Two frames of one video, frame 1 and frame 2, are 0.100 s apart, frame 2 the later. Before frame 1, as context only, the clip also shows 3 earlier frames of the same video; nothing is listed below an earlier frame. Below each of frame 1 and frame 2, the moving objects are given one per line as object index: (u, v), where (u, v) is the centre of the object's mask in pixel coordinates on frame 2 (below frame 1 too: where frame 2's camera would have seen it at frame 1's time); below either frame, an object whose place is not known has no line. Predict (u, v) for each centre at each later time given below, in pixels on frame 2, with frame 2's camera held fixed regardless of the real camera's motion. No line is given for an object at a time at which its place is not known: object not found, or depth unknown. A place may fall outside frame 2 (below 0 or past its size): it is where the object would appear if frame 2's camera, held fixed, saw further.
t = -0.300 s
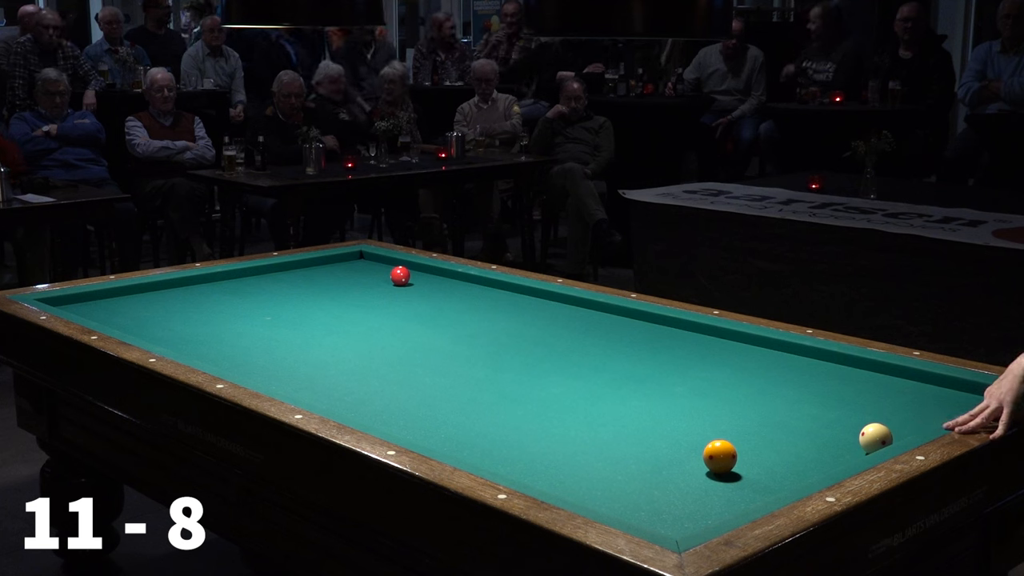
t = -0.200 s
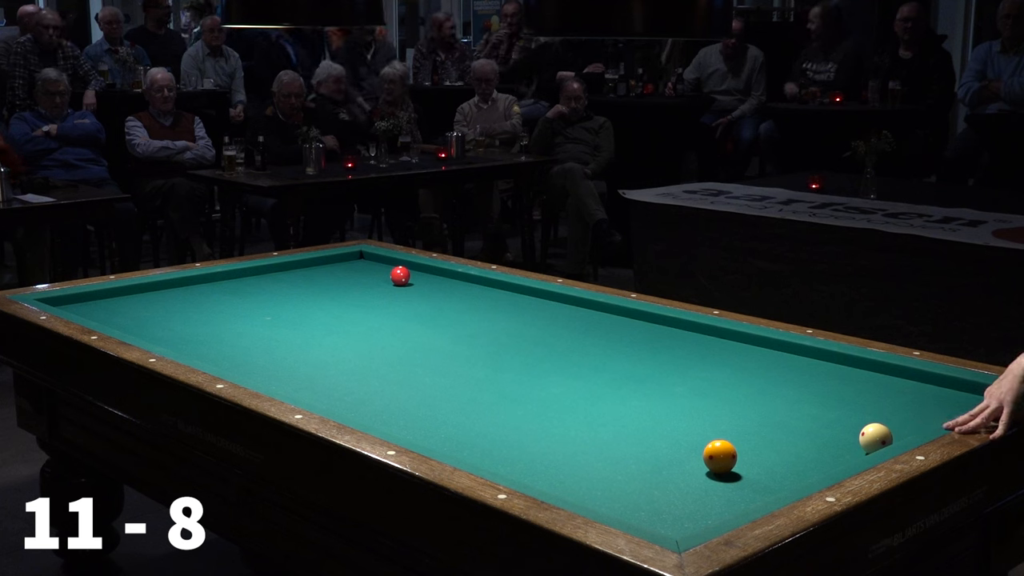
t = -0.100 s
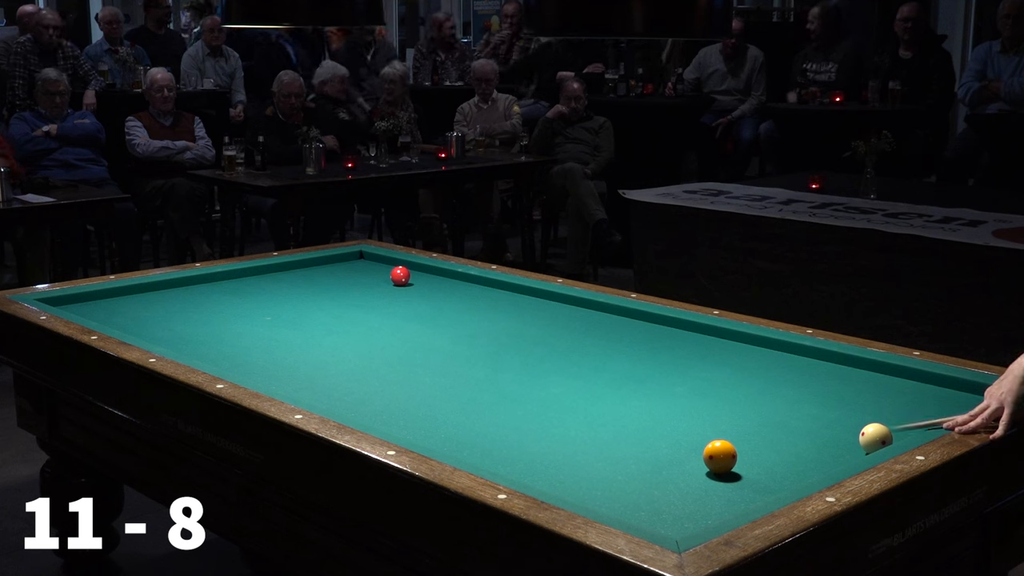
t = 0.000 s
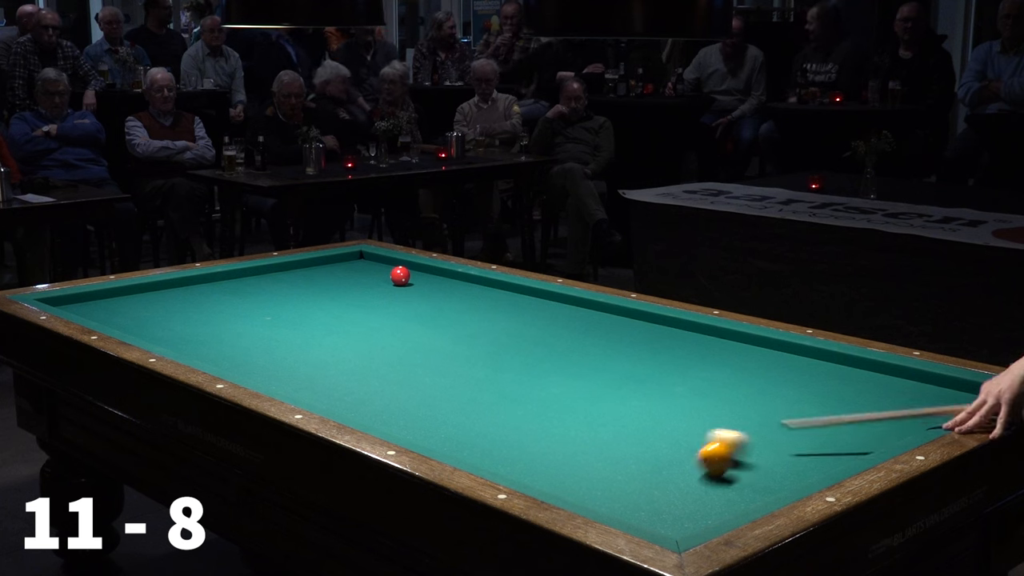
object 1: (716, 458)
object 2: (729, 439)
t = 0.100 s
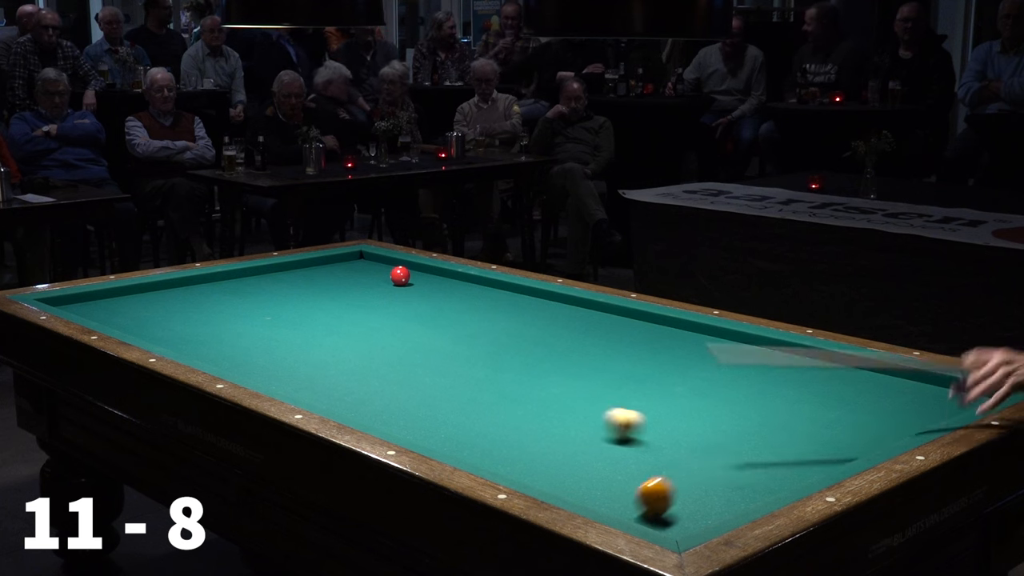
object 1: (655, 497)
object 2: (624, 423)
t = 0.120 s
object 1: (643, 504)
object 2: (604, 419)
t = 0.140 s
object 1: (632, 507)
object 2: (586, 416)
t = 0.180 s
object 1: (647, 508)
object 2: (550, 409)
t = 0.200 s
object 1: (660, 506)
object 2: (532, 406)
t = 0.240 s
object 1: (686, 500)
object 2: (498, 400)
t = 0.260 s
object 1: (699, 497)
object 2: (480, 397)
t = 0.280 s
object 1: (710, 494)
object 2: (464, 395)
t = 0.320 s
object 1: (732, 489)
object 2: (432, 389)
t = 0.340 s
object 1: (742, 487)
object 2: (417, 386)
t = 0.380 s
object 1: (762, 482)
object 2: (386, 381)
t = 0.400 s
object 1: (772, 479)
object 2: (371, 378)
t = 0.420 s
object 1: (781, 476)
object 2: (355, 375)
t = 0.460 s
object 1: (799, 470)
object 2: (327, 370)
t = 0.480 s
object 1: (808, 468)
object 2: (313, 368)
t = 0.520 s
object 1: (822, 463)
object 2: (285, 363)
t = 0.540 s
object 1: (827, 460)
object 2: (271, 361)
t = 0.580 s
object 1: (835, 455)
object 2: (244, 356)
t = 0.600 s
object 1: (840, 453)
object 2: (231, 354)
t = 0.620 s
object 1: (844, 450)
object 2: (218, 352)
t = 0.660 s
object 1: (853, 446)
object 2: (194, 346)
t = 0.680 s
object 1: (857, 444)
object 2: (182, 343)
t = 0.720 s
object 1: (866, 439)
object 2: (158, 337)
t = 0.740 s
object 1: (870, 437)
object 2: (148, 335)
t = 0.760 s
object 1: (874, 435)
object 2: (142, 331)
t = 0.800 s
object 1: (882, 430)
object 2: (131, 325)
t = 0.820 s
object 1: (886, 427)
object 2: (125, 323)
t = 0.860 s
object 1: (894, 423)
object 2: (115, 318)
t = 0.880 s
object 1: (897, 421)
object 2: (110, 316)
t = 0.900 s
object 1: (900, 419)
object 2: (105, 313)
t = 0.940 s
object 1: (908, 414)
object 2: (95, 308)
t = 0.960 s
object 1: (911, 412)
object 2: (89, 305)
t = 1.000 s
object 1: (918, 408)
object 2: (80, 300)
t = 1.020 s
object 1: (921, 406)
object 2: (76, 297)
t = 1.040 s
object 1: (925, 404)
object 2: (83, 297)
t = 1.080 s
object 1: (931, 400)
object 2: (105, 298)
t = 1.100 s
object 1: (934, 397)
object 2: (117, 299)
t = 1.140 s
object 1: (940, 393)
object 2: (139, 301)
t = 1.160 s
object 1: (943, 391)
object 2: (150, 301)
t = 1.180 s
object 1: (946, 390)
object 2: (160, 302)
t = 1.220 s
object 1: (953, 386)
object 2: (181, 303)
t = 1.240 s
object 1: (955, 384)
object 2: (191, 304)
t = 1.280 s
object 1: (948, 384)
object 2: (211, 305)
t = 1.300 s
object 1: (944, 385)
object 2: (220, 305)
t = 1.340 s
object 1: (934, 386)
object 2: (239, 306)
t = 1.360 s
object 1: (929, 387)
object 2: (248, 307)
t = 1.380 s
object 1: (925, 387)
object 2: (257, 307)
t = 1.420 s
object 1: (917, 388)
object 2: (276, 308)
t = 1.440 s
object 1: (912, 388)
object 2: (285, 308)
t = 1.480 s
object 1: (903, 389)
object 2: (304, 309)
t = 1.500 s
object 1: (899, 390)
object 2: (313, 309)
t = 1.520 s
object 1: (894, 390)
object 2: (322, 310)
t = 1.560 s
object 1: (885, 391)
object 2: (341, 311)
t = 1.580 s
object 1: (881, 392)
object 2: (351, 311)
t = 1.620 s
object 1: (872, 393)
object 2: (370, 312)
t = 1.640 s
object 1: (868, 394)
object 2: (379, 313)
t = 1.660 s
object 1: (863, 394)
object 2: (389, 313)
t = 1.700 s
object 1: (854, 395)
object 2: (408, 314)
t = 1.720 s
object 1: (850, 395)
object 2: (418, 314)
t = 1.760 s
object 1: (841, 396)
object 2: (437, 315)
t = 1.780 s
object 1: (837, 397)
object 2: (447, 316)
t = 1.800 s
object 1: (832, 397)
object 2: (456, 316)
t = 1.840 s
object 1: (823, 398)
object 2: (476, 317)
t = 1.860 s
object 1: (819, 398)
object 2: (485, 317)
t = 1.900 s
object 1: (810, 399)
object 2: (505, 318)
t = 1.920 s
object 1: (805, 400)
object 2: (515, 319)
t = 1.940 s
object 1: (801, 401)
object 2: (524, 319)
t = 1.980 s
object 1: (792, 401)
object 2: (544, 320)
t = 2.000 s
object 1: (787, 402)
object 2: (553, 320)
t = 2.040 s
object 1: (778, 403)
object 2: (573, 321)
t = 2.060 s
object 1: (774, 403)
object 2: (583, 322)
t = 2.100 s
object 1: (765, 404)
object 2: (603, 322)
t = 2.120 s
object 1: (760, 405)
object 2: (612, 323)
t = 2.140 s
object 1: (756, 405)
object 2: (623, 323)
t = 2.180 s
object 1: (747, 406)
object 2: (643, 324)
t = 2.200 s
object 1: (742, 407)
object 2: (653, 325)
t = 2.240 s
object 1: (733, 408)
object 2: (672, 325)
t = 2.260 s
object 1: (728, 408)
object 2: (682, 326)
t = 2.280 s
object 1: (724, 409)
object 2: (692, 326)
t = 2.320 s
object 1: (715, 410)
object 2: (700, 330)
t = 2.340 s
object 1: (710, 410)
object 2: (704, 332)
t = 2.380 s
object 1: (701, 411)
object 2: (710, 336)
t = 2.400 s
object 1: (697, 412)
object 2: (714, 338)
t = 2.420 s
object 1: (692, 412)
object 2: (718, 340)
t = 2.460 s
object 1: (683, 413)
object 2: (726, 343)
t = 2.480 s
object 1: (678, 413)
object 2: (730, 345)
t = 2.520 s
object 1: (669, 415)
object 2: (737, 349)
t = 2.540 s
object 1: (664, 415)
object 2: (742, 351)
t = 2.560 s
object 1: (660, 416)
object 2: (746, 353)
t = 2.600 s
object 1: (651, 416)
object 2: (754, 357)
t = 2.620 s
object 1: (646, 417)
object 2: (758, 360)
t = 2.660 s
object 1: (637, 418)
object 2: (767, 364)
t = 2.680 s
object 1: (632, 419)
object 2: (772, 366)
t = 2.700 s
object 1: (628, 420)
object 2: (776, 368)
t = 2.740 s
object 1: (618, 421)
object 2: (785, 373)
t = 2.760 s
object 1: (613, 421)
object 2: (790, 375)
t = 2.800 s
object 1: (604, 422)
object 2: (799, 379)
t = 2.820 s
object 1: (600, 423)
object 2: (804, 382)
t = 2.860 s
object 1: (591, 423)
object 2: (814, 387)
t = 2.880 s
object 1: (586, 424)
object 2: (819, 389)
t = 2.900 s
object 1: (581, 425)
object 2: (824, 391)
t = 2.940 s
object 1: (572, 425)
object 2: (834, 396)
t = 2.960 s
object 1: (567, 426)
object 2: (839, 399)
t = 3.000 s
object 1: (558, 427)
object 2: (850, 404)
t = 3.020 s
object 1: (553, 428)
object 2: (855, 407)
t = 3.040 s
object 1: (549, 428)
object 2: (861, 410)
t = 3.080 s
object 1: (539, 429)
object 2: (872, 415)
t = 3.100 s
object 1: (534, 430)
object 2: (878, 418)
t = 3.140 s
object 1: (525, 430)
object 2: (889, 424)
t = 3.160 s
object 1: (520, 431)
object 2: (895, 426)
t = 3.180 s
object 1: (516, 432)
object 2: (900, 427)
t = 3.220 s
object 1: (506, 433)
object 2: (895, 429)
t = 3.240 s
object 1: (502, 433)
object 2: (887, 430)
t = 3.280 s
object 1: (492, 434)
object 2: (870, 431)
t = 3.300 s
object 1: (487, 435)
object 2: (862, 430)
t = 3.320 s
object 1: (483, 435)
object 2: (855, 431)
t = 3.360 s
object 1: (473, 436)
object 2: (840, 431)
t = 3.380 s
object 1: (469, 437)
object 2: (833, 430)
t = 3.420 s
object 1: (459, 438)
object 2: (818, 430)
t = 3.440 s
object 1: (455, 438)
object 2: (810, 431)
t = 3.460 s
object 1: (450, 438)
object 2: (803, 431)
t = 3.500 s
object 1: (441, 437)
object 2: (788, 430)
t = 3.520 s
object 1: (437, 437)
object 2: (781, 431)
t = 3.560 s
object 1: (428, 436)
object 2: (766, 431)
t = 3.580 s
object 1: (427, 436)
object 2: (759, 431)
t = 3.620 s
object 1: (430, 435)
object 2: (744, 431)
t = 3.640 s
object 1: (431, 435)
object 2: (737, 431)
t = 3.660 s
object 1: (432, 435)
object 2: (730, 431)
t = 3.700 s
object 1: (434, 434)
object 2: (715, 431)
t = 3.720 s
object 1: (435, 434)
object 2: (708, 431)
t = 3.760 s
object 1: (437, 433)
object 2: (693, 431)
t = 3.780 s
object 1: (438, 432)
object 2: (686, 431)
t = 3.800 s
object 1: (439, 432)
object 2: (679, 431)
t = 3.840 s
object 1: (441, 431)
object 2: (665, 431)
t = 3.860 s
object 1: (442, 430)
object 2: (657, 431)
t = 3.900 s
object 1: (444, 428)
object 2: (643, 432)
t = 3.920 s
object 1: (445, 428)
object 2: (636, 431)
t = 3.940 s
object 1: (446, 427)
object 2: (629, 432)
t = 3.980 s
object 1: (448, 425)
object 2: (614, 432)
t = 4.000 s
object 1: (449, 424)
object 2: (607, 432)
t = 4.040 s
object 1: (451, 423)
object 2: (593, 432)
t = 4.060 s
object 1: (452, 422)
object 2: (586, 432)
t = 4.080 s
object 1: (453, 422)
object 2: (579, 432)
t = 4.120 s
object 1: (455, 420)
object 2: (565, 432)
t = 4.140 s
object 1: (456, 420)
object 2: (558, 432)
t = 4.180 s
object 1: (458, 418)
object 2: (544, 432)
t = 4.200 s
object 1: (459, 418)
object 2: (537, 433)
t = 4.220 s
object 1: (460, 417)
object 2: (529, 433)
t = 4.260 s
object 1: (462, 416)
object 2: (515, 433)
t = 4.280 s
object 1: (462, 415)
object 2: (508, 433)
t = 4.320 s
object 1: (464, 414)
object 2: (494, 432)
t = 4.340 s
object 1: (465, 413)
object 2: (488, 432)
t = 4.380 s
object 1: (466, 409)
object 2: (474, 432)
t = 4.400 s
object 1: (468, 408)
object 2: (467, 432)
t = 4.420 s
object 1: (469, 408)
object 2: (460, 432)
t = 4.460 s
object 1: (470, 410)
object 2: (446, 432)
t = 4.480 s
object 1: (471, 410)
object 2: (440, 431)
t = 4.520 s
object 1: (472, 408)
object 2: (426, 431)
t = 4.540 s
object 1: (473, 408)
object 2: (419, 429)
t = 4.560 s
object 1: (474, 407)
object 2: (413, 429)
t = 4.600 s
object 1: (476, 406)
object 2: (402, 427)
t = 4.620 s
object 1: (476, 406)
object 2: (402, 426)
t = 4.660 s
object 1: (478, 405)
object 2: (401, 424)
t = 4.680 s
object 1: (478, 404)
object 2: (400, 423)
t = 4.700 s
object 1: (479, 403)
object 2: (400, 422)
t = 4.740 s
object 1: (480, 402)
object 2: (398, 420)
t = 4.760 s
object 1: (481, 402)
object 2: (398, 419)
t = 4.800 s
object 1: (482, 401)
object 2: (397, 416)
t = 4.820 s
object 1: (483, 400)
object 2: (397, 415)
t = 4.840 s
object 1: (484, 400)
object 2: (396, 413)
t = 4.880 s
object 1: (485, 399)
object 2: (395, 410)
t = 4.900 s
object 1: (486, 398)
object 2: (395, 409)
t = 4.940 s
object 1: (487, 397)
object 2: (394, 406)
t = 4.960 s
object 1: (488, 397)
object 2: (394, 404)
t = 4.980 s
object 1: (488, 396)
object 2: (393, 403)
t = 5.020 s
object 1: (490, 395)
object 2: (392, 400)
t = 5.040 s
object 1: (490, 395)
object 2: (392, 399)
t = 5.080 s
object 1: (492, 394)
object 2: (391, 396)
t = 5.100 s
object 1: (492, 393)
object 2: (391, 395)
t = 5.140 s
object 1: (493, 392)
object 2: (390, 392)
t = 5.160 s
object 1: (494, 392)
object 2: (389, 391)
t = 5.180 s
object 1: (494, 392)
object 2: (389, 390)
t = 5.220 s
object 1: (496, 391)
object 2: (388, 387)
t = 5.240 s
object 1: (496, 390)
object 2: (388, 386)
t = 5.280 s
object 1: (497, 389)
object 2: (387, 383)
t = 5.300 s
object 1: (498, 389)
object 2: (387, 382)
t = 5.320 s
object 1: (498, 389)
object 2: (386, 381)
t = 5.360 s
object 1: (499, 388)
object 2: (386, 378)
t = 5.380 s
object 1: (500, 387)
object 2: (385, 377)
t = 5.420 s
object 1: (501, 386)
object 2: (384, 375)
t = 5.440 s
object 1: (501, 386)
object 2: (384, 375)
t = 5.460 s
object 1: (502, 386)
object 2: (384, 373)
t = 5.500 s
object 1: (503, 385)
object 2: (383, 371)
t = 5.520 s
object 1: (503, 385)
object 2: (383, 370)
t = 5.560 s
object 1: (504, 384)
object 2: (382, 368)
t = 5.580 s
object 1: (505, 383)
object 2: (381, 367)
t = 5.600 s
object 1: (505, 383)
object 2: (381, 366)
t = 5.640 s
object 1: (506, 382)
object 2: (381, 364)
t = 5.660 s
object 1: (506, 382)
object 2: (380, 363)
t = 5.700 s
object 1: (507, 381)
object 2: (380, 360)
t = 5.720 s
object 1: (508, 381)
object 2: (379, 360)
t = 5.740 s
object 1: (508, 380)
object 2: (379, 359)
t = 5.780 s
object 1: (509, 380)
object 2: (378, 357)
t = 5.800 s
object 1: (509, 379)
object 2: (378, 355)
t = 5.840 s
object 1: (510, 379)
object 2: (377, 354)
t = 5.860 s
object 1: (511, 378)
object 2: (377, 353)
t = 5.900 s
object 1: (511, 378)
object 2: (376, 351)
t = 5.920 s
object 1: (512, 378)
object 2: (376, 350)
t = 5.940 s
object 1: (512, 377)
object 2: (376, 349)
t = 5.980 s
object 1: (513, 377)
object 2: (375, 347)
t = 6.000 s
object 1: (513, 376)
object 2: (375, 346)
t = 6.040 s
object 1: (514, 376)
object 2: (374, 345)
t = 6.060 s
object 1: (514, 376)
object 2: (374, 344)
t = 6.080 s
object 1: (515, 375)
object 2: (374, 343)
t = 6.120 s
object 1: (516, 375)
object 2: (373, 341)
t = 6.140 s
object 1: (516, 374)
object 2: (373, 340)
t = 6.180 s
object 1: (517, 374)
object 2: (372, 339)
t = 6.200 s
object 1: (517, 373)
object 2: (372, 338)
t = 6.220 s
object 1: (517, 373)
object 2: (372, 337)
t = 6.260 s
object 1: (518, 373)
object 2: (371, 335)
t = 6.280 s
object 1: (518, 372)
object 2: (371, 335)
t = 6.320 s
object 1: (519, 372)
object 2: (370, 333)
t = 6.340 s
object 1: (519, 371)
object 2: (370, 332)
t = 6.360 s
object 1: (519, 371)
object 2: (370, 331)
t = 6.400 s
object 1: (520, 370)
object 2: (369, 330)
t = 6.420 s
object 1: (520, 370)
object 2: (369, 329)
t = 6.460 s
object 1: (521, 369)
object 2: (369, 328)
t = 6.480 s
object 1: (521, 369)
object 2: (368, 327)
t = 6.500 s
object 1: (522, 369)
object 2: (368, 326)
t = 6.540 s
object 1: (522, 368)
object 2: (368, 325)
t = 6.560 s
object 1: (523, 368)
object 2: (367, 324)
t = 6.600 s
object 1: (523, 368)
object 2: (367, 322)
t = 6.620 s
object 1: (524, 367)
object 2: (367, 322)
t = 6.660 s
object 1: (524, 367)
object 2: (366, 320)
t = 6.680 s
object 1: (524, 367)
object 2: (366, 320)
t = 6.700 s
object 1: (524, 367)
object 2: (365, 319)
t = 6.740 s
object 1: (525, 366)
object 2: (365, 317)
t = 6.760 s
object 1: (525, 366)
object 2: (365, 317)
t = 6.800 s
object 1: (526, 366)
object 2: (365, 316)
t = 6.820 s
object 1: (526, 365)
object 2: (364, 315)
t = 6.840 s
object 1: (526, 365)
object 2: (364, 314)
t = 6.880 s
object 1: (527, 365)
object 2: (364, 313)
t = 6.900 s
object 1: (527, 364)
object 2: (363, 312)
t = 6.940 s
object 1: (528, 364)
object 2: (363, 311)
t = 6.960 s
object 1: (528, 364)
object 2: (362, 311)
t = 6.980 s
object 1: (528, 364)
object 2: (363, 310)
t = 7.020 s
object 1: (529, 364)
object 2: (362, 308)
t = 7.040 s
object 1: (529, 363)
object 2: (362, 308)
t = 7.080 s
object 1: (529, 363)
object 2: (361, 307)
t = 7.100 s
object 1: (530, 363)
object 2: (361, 306)
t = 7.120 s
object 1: (530, 363)
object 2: (361, 306)
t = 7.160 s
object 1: (530, 362)
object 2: (360, 304)
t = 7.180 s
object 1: (530, 362)
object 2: (360, 304)
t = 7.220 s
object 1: (531, 362)
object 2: (360, 303)
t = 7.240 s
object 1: (531, 362)
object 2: (359, 302)
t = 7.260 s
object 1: (531, 362)
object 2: (359, 302)
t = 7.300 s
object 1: (531, 361)
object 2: (359, 300)
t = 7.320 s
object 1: (532, 361)
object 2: (359, 300)
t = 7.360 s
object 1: (532, 361)
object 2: (358, 299)
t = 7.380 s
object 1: (532, 360)
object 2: (358, 298)
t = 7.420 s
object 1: (532, 360)
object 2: (358, 297)
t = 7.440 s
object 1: (532, 360)
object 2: (358, 296)
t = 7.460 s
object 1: (533, 360)
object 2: (358, 296)
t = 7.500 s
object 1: (533, 360)
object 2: (357, 295)
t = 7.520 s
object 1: (533, 360)
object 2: (357, 295)
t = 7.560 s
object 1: (533, 359)
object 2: (357, 294)
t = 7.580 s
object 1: (533, 359)
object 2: (356, 293)
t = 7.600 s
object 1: (533, 359)
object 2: (356, 292)
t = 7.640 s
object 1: (533, 359)
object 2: (356, 291)
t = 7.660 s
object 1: (533, 359)
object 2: (355, 291)
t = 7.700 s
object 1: (534, 359)
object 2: (356, 290)
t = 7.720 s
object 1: (534, 358)
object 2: (355, 290)
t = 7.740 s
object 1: (534, 358)
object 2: (355, 289)
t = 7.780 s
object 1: (534, 358)
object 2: (355, 288)
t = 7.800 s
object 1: (534, 358)
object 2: (354, 288)
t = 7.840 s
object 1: (534, 358)
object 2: (354, 287)
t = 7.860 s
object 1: (535, 358)
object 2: (354, 286)
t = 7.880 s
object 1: (535, 357)
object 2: (354, 286)
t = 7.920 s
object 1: (535, 357)
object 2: (354, 285)
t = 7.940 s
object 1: (535, 357)
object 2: (353, 285)
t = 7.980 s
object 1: (535, 357)
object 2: (353, 284)
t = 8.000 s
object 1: (535, 357)
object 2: (353, 283)
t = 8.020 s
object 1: (535, 357)
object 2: (353, 283)
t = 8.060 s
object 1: (535, 357)
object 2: (353, 282)
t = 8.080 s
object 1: (536, 357)
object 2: (352, 282)
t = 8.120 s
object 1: (535, 357)
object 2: (352, 281)
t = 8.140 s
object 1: (536, 357)
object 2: (352, 280)
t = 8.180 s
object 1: (536, 357)
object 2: (351, 280)
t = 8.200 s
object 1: (535, 356)
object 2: (352, 279)
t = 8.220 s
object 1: (536, 357)
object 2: (351, 279)
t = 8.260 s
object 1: (536, 356)
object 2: (351, 278)
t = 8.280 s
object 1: (536, 356)
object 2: (351, 277)
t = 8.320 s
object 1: (536, 356)
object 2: (350, 277)
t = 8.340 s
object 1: (536, 356)
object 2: (350, 277)
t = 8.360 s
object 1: (536, 356)
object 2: (350, 276)
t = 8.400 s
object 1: (536, 356)
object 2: (350, 275)
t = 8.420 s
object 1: (536, 356)
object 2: (349, 275)
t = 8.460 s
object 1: (536, 356)
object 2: (349, 274)
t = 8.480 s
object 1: (536, 356)
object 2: (349, 274)
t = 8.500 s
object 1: (536, 356)
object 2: (349, 274)
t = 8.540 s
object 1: (536, 356)
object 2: (349, 273)
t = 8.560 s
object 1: (535, 356)
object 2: (349, 272)
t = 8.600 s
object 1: (536, 356)
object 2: (348, 272)
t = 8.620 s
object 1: (536, 356)
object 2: (348, 272)
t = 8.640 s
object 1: (536, 356)
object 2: (348, 271)
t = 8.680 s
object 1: (536, 356)
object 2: (348, 270)
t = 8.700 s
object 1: (535, 356)
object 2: (348, 270)
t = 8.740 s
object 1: (535, 356)
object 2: (347, 269)
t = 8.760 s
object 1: (536, 356)
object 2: (348, 269)
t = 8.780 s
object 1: (536, 356)
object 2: (347, 268)
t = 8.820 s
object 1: (536, 356)
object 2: (347, 268)
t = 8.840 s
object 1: (536, 356)
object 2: (347, 267)
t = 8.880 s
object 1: (535, 356)
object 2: (347, 267)
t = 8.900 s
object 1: (536, 356)
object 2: (347, 266)
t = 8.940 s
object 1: (535, 356)
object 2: (347, 266)
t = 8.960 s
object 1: (535, 356)
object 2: (346, 266)
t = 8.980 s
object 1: (536, 356)
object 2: (346, 265)
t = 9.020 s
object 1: (536, 356)
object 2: (346, 265)
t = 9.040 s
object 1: (535, 356)
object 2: (346, 264)
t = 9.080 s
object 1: (536, 356)
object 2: (345, 264)
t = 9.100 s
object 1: (535, 356)
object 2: (345, 263)
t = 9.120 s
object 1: (536, 356)
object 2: (345, 263)
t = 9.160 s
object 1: (536, 356)
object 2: (345, 262)
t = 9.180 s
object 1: (535, 356)
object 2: (345, 262)
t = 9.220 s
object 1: (535, 356)
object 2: (345, 261)
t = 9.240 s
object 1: (535, 356)
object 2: (344, 261)
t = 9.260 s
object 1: (535, 356)
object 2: (344, 261)
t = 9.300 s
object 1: (536, 356)
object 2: (344, 261)
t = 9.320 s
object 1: (536, 356)
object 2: (344, 260)
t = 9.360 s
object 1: (535, 356)
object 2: (344, 260)
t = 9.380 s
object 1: (535, 356)
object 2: (343, 259)
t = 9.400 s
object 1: (535, 356)
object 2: (344, 259)
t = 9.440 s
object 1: (535, 356)
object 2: (343, 259)
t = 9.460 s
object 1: (536, 356)
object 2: (343, 258)
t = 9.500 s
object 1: (536, 356)
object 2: (343, 258)
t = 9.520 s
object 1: (536, 356)
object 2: (343, 258)
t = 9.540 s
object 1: (535, 356)
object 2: (343, 257)
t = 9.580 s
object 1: (536, 356)
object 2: (343, 256)
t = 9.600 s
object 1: (536, 356)
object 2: (342, 256)
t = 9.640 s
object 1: (536, 356)
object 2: (343, 256)
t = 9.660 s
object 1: (536, 356)
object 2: (344, 256)
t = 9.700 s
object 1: (535, 356)
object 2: (346, 256)
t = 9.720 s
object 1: (535, 356)
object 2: (346, 256)
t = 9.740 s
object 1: (535, 356)
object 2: (348, 256)
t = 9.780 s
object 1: (536, 356)
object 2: (349, 256)
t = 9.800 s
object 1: (536, 356)
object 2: (350, 256)
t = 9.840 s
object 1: (535, 356)
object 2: (352, 256)
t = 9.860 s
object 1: (536, 356)
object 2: (353, 256)
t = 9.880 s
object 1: (536, 356)
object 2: (353, 256)
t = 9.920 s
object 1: (536, 356)
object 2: (355, 257)
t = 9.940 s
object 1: (536, 356)
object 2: (356, 257)
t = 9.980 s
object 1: (535, 356)
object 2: (358, 257)
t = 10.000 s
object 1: (535, 356)
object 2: (359, 257)
